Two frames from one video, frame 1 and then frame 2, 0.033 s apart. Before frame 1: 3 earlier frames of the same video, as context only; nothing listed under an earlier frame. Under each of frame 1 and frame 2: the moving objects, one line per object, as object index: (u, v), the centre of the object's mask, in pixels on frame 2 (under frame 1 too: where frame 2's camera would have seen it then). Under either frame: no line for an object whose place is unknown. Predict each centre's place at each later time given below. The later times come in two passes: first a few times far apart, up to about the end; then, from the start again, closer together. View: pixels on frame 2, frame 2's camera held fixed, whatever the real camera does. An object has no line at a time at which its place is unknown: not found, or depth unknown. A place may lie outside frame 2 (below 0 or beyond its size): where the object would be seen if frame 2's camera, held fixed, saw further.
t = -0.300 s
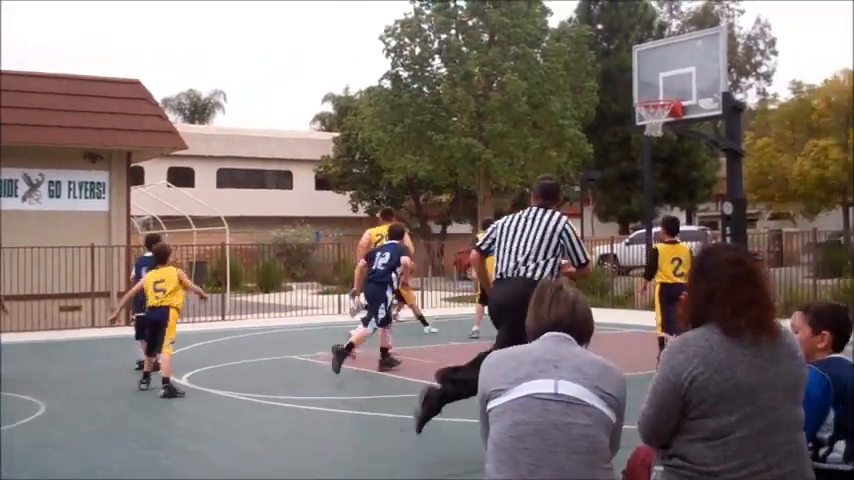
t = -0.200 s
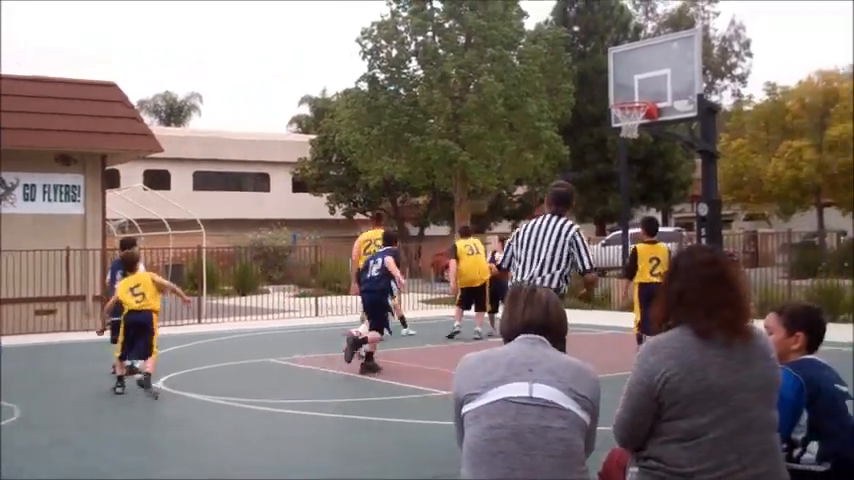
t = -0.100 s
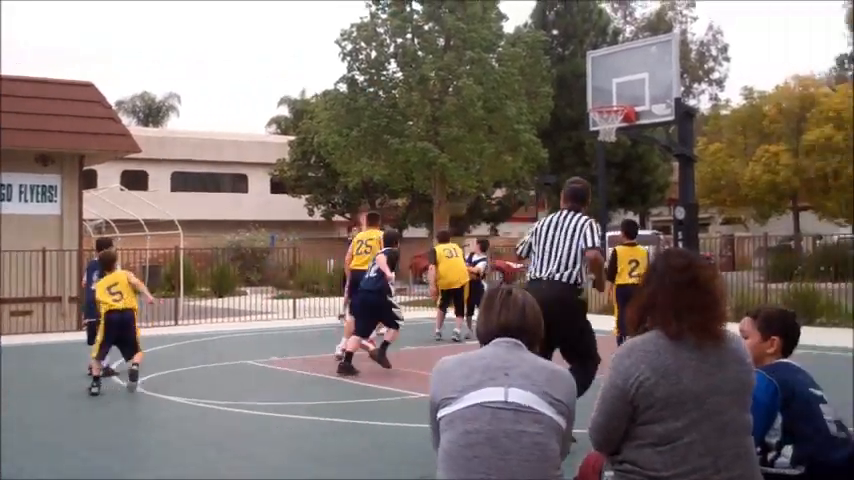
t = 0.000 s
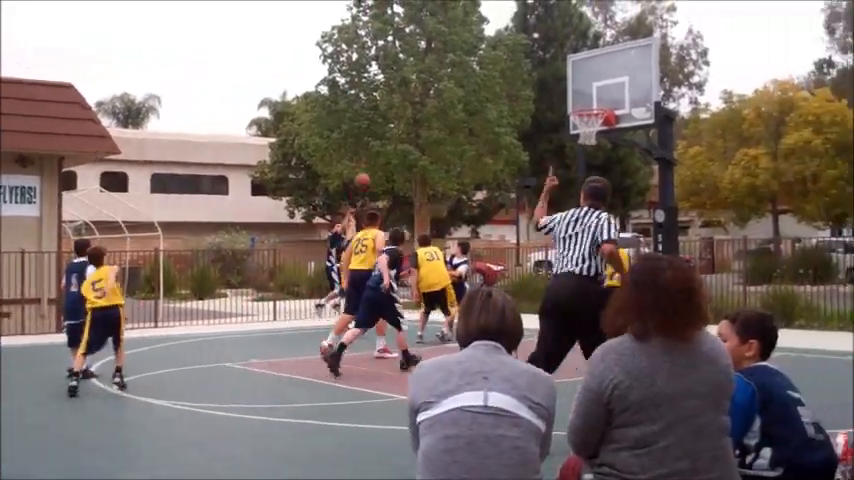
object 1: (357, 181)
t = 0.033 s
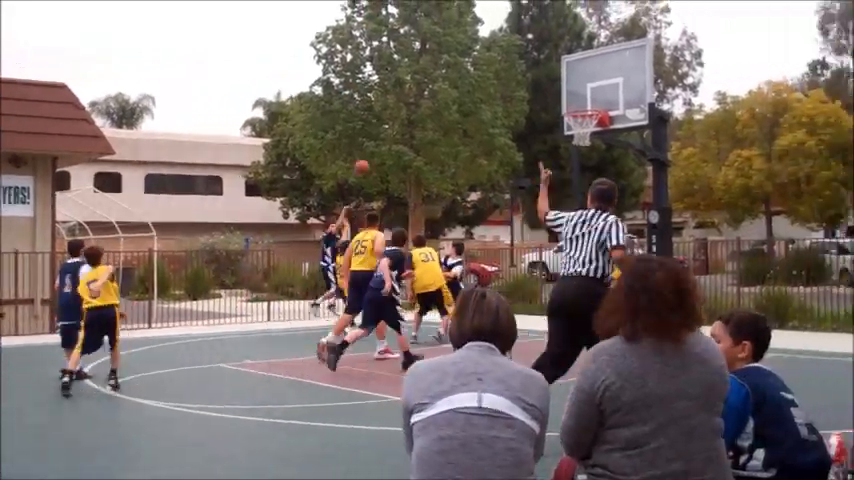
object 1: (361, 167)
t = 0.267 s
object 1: (399, 87)
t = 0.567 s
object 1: (454, 29)
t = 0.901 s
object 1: (523, 29)
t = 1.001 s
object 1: (547, 45)
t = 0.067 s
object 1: (367, 153)
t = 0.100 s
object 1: (372, 142)
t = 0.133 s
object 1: (378, 128)
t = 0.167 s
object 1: (383, 118)
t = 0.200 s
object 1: (389, 108)
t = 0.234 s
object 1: (394, 97)
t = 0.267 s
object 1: (399, 87)
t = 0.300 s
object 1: (406, 78)
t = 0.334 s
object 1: (412, 71)
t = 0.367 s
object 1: (418, 63)
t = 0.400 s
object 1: (424, 55)
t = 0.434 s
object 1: (429, 49)
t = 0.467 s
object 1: (435, 43)
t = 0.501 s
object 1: (440, 37)
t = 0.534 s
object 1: (447, 32)
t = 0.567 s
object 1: (454, 29)
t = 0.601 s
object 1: (460, 25)
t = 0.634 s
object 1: (467, 23)
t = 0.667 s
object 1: (473, 21)
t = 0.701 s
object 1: (480, 20)
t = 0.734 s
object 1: (486, 20)
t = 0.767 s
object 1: (495, 21)
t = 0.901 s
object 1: (523, 29)
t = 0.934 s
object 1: (531, 33)
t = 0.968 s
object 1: (540, 39)
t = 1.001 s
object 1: (547, 45)
